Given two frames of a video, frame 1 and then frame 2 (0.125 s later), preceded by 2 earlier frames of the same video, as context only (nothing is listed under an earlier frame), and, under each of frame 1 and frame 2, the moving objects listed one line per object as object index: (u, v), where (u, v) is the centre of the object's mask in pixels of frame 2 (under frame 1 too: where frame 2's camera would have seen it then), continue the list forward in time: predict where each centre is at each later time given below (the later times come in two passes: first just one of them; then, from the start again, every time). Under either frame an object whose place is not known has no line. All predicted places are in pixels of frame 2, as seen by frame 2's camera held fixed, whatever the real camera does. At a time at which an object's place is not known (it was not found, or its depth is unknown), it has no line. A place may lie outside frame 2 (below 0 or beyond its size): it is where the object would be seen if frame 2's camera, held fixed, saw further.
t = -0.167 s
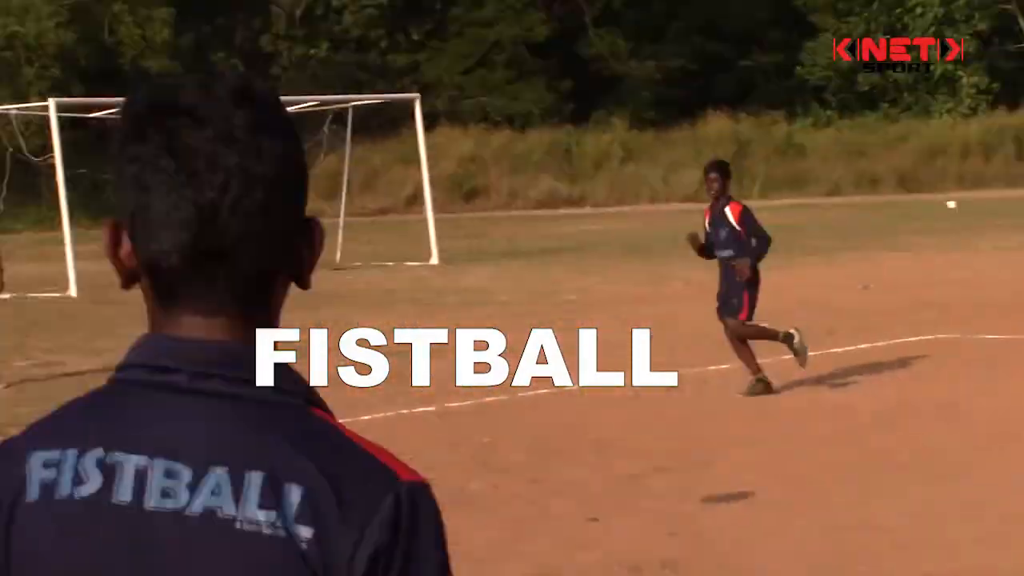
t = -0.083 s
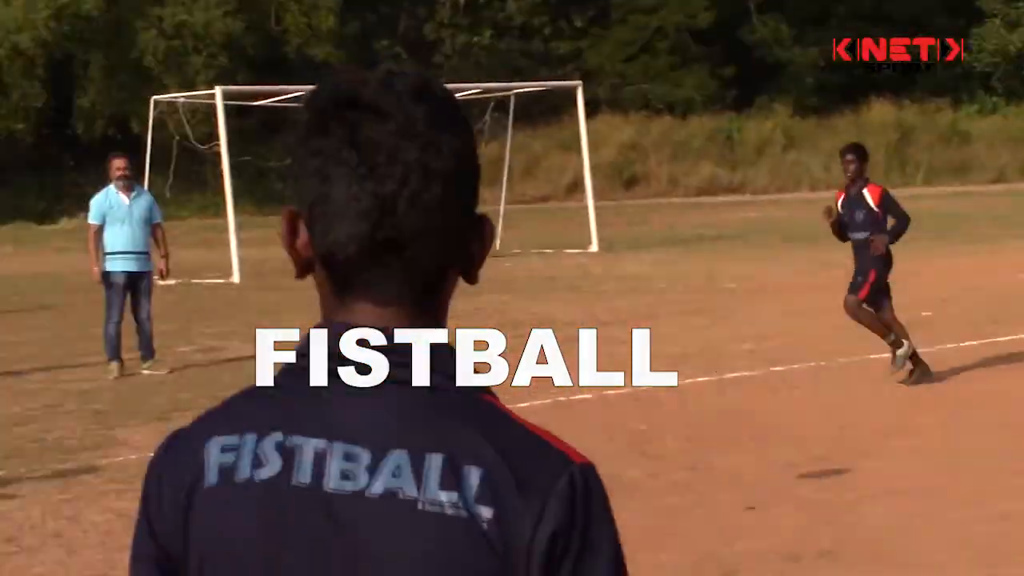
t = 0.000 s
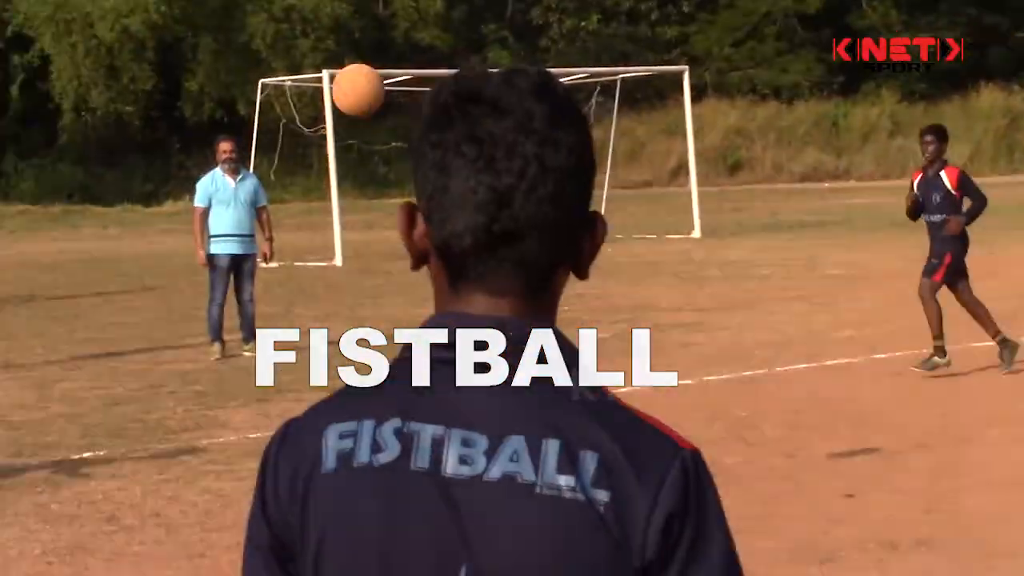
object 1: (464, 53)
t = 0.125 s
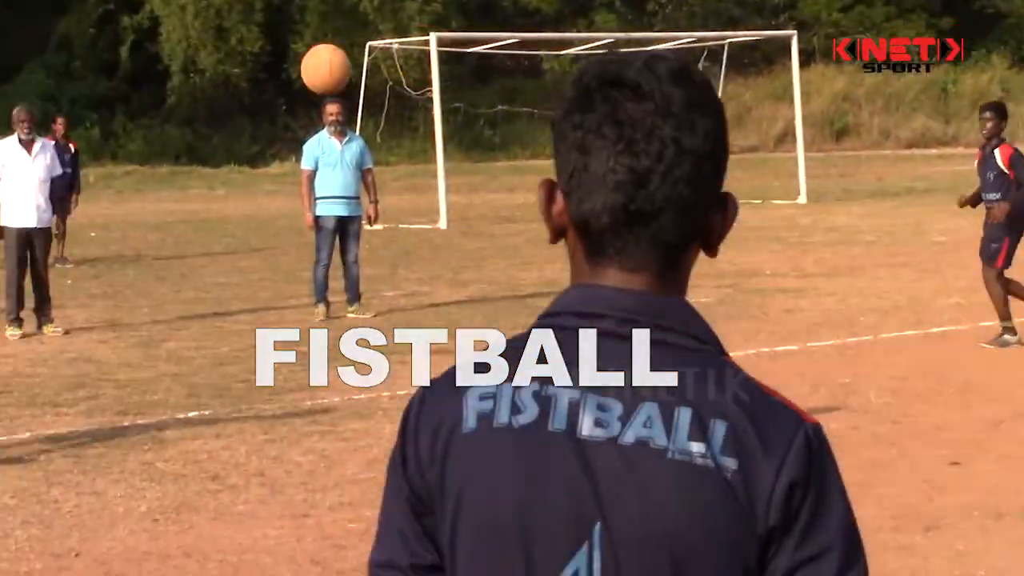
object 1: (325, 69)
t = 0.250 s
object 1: (221, 120)
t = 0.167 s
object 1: (289, 83)
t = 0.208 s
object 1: (255, 99)
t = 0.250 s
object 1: (221, 120)
